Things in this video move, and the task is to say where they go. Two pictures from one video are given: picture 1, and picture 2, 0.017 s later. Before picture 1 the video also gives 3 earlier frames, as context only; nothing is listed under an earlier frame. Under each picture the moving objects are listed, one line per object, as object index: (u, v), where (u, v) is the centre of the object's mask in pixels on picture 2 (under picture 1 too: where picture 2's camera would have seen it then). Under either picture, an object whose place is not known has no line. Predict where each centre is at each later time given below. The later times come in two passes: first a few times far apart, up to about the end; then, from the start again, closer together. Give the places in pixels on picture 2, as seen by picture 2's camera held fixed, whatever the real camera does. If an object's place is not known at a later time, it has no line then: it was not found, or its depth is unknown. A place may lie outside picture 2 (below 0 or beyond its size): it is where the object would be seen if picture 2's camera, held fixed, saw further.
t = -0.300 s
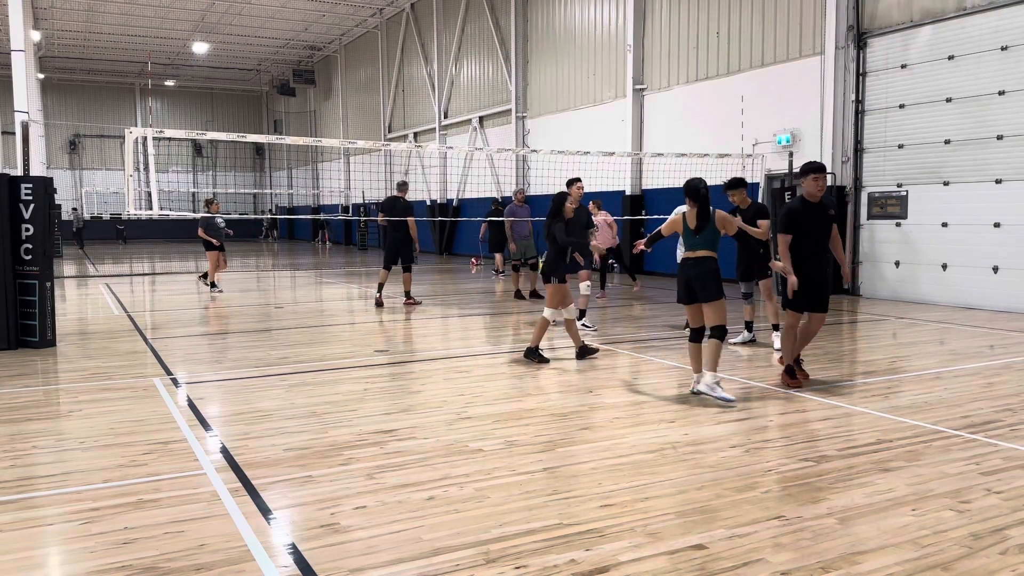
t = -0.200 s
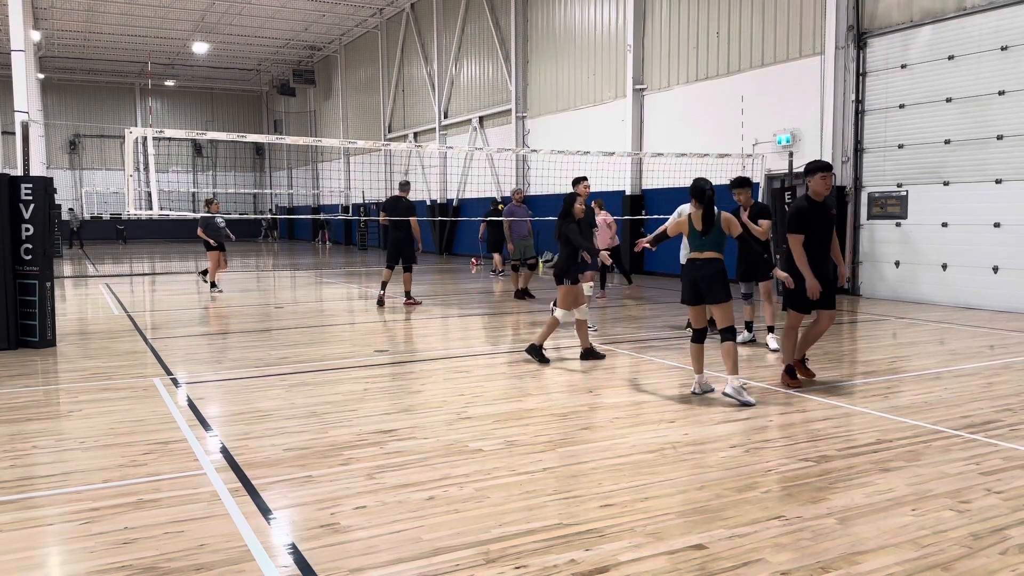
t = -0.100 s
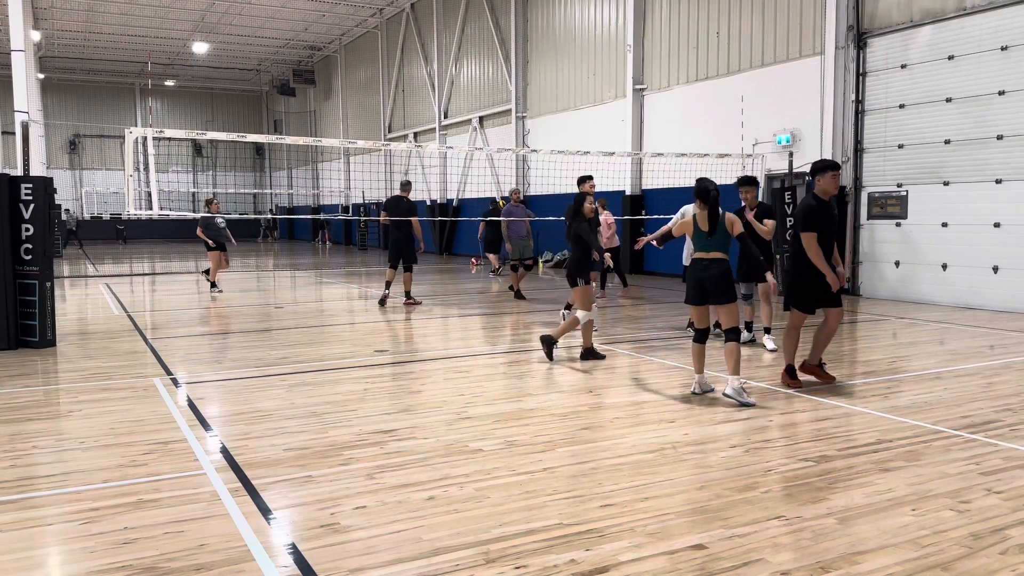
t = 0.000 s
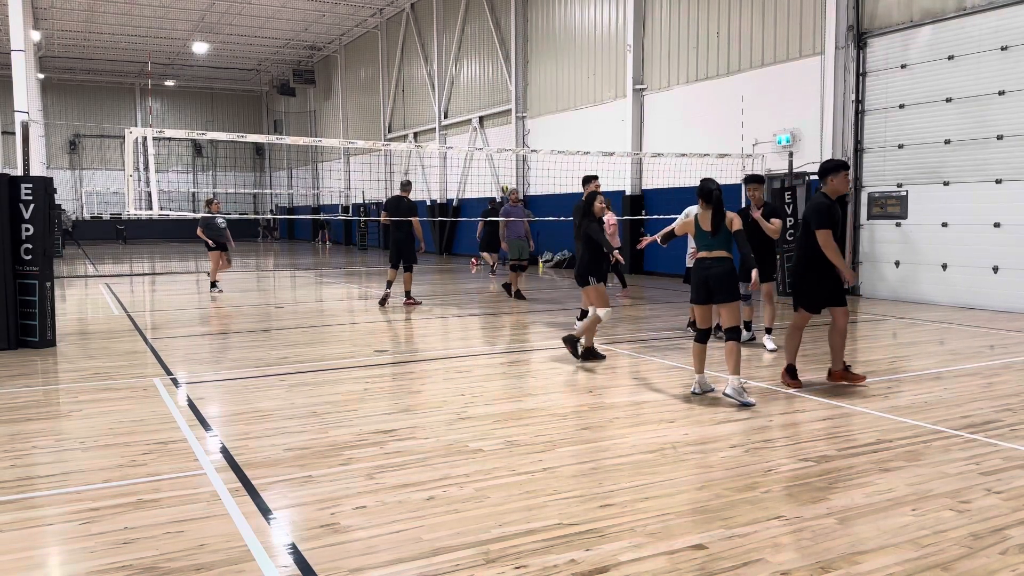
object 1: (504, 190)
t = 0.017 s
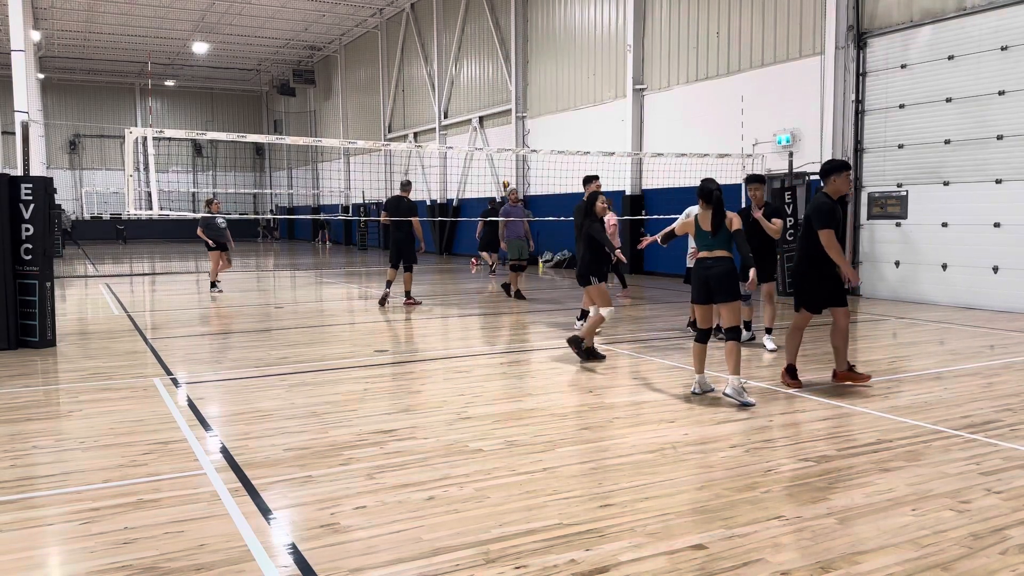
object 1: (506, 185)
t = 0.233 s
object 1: (525, 128)
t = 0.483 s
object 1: (552, 74)
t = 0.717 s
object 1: (583, 42)
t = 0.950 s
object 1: (622, 35)
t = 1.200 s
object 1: (672, 63)
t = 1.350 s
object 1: (706, 104)
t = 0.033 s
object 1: (507, 179)
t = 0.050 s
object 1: (508, 175)
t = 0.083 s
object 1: (511, 166)
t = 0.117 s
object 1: (515, 157)
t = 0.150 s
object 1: (516, 146)
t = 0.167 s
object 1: (518, 144)
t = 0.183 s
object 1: (519, 140)
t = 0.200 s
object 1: (522, 136)
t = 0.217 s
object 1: (524, 131)
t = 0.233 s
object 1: (525, 128)
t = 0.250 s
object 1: (526, 123)
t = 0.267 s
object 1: (528, 119)
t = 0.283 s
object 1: (530, 115)
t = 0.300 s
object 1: (531, 111)
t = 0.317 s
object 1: (533, 107)
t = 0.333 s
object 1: (534, 104)
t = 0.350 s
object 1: (536, 100)
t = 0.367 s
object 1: (538, 96)
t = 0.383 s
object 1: (540, 93)
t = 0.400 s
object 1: (542, 89)
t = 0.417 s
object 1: (544, 86)
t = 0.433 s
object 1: (545, 83)
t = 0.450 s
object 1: (548, 80)
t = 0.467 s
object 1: (549, 77)
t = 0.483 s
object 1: (552, 74)
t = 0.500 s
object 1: (554, 71)
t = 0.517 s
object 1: (556, 68)
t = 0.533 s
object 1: (558, 65)
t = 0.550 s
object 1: (560, 63)
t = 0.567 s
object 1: (562, 60)
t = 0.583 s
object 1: (564, 58)
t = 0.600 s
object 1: (567, 55)
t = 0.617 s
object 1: (569, 53)
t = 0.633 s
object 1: (572, 51)
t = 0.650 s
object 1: (574, 49)
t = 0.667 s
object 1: (576, 47)
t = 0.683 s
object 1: (579, 45)
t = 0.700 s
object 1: (581, 44)
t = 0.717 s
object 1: (583, 42)
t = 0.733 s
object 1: (586, 41)
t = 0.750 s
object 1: (589, 40)
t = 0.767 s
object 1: (592, 39)
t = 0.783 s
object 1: (594, 38)
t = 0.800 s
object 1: (596, 37)
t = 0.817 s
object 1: (599, 36)
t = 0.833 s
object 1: (602, 35)
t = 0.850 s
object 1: (605, 35)
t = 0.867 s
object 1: (608, 35)
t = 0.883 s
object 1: (611, 35)
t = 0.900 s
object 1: (614, 34)
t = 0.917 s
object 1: (617, 35)
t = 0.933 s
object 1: (619, 35)
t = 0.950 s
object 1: (622, 35)
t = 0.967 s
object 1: (625, 36)
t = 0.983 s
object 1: (628, 36)
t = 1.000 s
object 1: (631, 38)
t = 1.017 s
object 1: (634, 39)
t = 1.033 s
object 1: (638, 40)
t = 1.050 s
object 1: (641, 41)
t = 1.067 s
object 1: (644, 43)
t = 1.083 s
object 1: (647, 45)
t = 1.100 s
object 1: (651, 47)
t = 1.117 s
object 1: (654, 49)
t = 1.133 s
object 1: (657, 52)
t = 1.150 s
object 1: (661, 54)
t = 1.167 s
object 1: (665, 57)
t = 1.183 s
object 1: (669, 60)
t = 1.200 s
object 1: (672, 63)
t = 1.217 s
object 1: (675, 66)
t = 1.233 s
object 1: (679, 70)
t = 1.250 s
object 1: (682, 75)
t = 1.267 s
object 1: (686, 79)
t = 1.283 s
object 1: (690, 83)
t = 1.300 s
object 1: (694, 88)
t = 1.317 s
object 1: (698, 93)
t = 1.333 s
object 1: (702, 98)
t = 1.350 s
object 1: (706, 104)
